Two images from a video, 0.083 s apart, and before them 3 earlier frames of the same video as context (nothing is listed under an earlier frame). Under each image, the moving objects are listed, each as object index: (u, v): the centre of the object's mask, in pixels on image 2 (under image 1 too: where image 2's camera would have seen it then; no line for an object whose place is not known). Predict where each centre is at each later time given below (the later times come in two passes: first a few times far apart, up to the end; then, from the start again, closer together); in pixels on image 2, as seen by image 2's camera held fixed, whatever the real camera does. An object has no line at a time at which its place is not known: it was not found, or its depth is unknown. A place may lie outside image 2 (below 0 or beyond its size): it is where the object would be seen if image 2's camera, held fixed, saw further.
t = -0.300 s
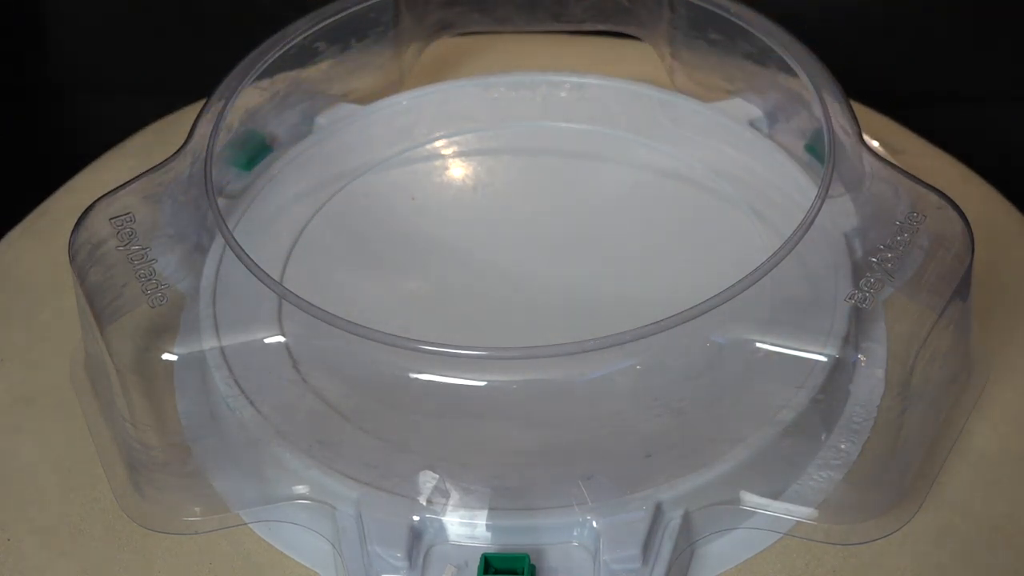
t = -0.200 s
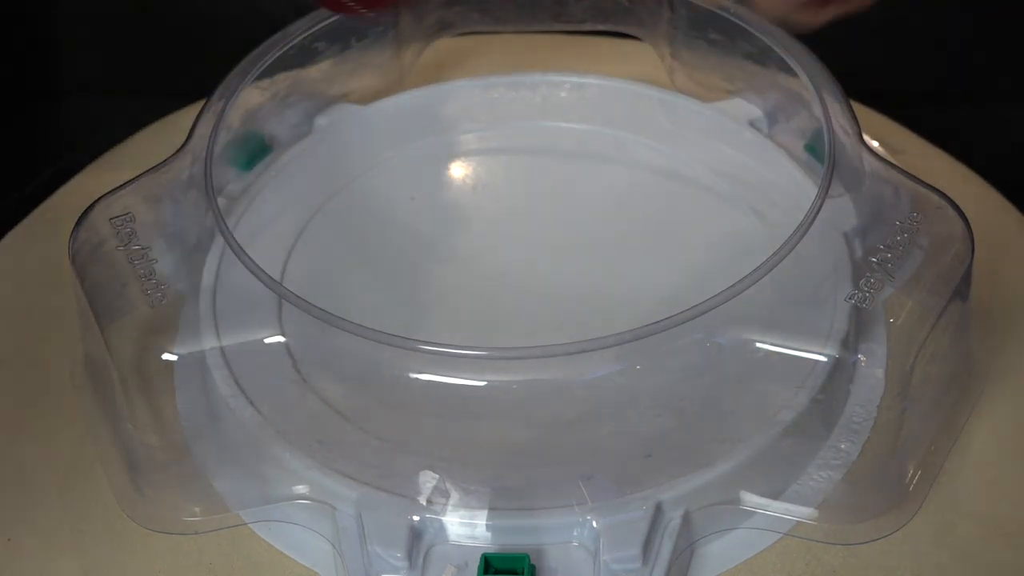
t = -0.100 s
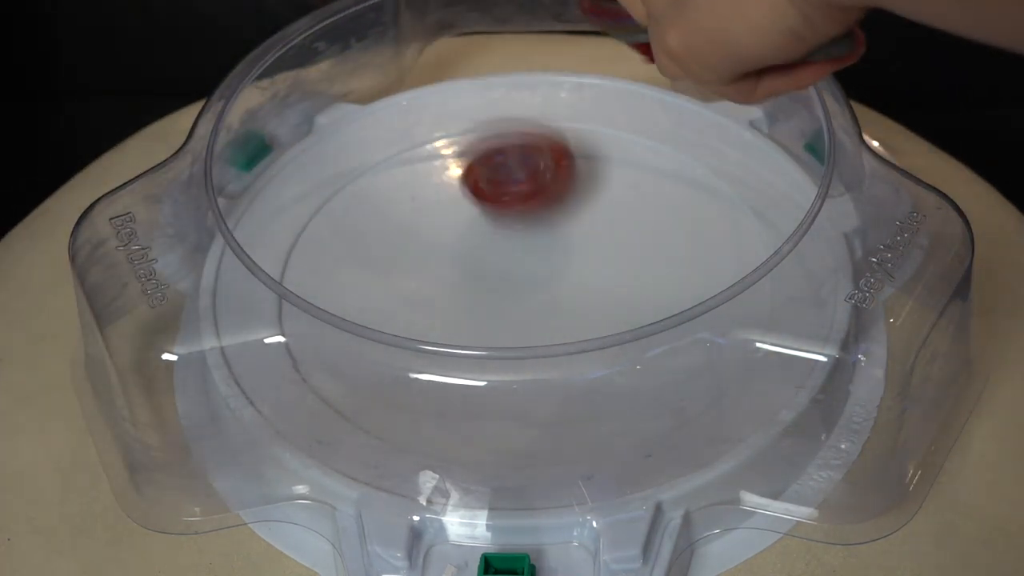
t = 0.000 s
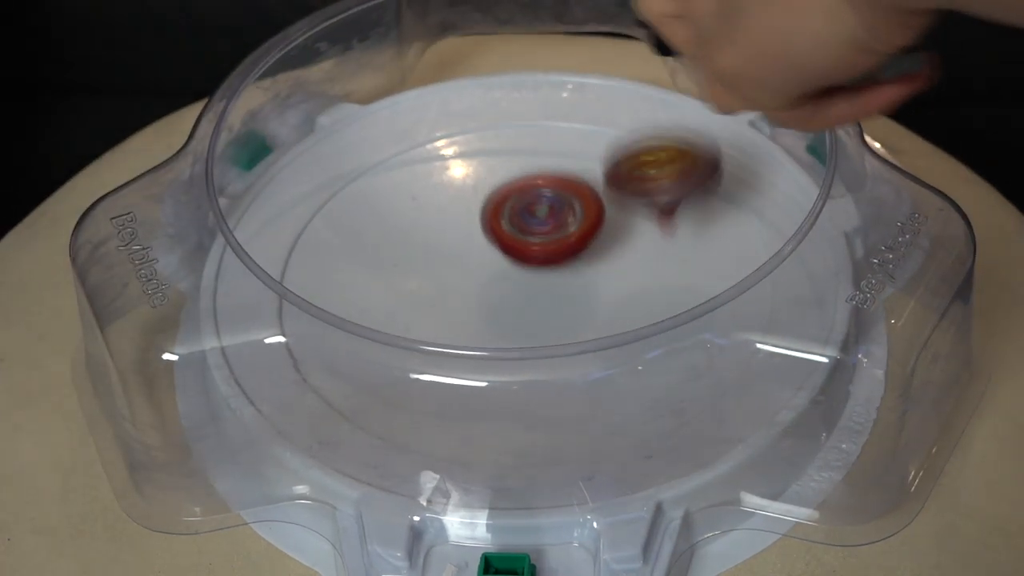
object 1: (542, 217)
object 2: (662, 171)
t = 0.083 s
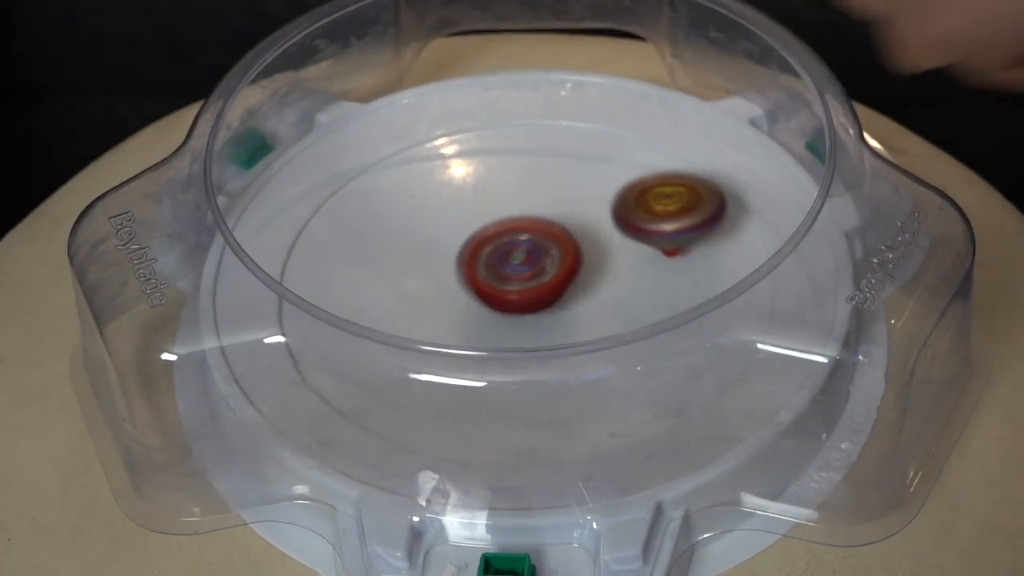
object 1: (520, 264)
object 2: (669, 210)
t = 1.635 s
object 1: (621, 171)
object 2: (772, 269)
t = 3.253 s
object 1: (591, 283)
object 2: (353, 385)
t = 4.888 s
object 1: (580, 319)
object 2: (341, 161)
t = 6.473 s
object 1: (523, 286)
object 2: (646, 136)
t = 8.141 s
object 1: (534, 253)
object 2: (658, 284)
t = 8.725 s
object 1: (538, 256)
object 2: (377, 239)
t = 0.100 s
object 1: (513, 271)
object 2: (668, 207)
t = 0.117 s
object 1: (507, 281)
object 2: (666, 209)
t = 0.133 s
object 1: (501, 285)
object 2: (664, 215)
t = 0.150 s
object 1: (495, 293)
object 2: (660, 218)
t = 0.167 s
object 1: (489, 298)
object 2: (652, 214)
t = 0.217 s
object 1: (480, 309)
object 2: (620, 211)
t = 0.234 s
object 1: (480, 311)
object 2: (606, 210)
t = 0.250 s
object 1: (482, 314)
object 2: (591, 208)
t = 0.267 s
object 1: (483, 316)
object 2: (575, 207)
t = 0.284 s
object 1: (485, 330)
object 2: (557, 207)
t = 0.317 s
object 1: (493, 337)
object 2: (520, 205)
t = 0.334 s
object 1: (499, 340)
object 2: (498, 205)
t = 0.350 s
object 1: (505, 341)
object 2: (477, 205)
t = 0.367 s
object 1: (512, 340)
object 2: (455, 206)
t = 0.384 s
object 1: (519, 343)
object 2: (433, 207)
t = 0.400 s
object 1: (526, 342)
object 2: (411, 208)
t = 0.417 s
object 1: (535, 340)
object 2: (391, 210)
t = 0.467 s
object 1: (561, 328)
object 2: (329, 220)
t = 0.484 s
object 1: (569, 322)
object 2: (312, 225)
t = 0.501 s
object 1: (575, 310)
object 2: (295, 230)
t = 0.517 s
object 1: (582, 307)
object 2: (285, 237)
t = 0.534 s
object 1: (590, 302)
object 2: (280, 241)
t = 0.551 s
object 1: (597, 297)
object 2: (278, 249)
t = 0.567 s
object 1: (603, 291)
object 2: (278, 264)
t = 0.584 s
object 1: (609, 284)
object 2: (285, 277)
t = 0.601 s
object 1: (612, 275)
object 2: (292, 291)
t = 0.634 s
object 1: (614, 258)
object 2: (316, 306)
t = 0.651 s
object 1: (613, 249)
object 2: (328, 323)
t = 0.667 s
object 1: (610, 242)
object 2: (341, 335)
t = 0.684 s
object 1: (606, 236)
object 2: (356, 347)
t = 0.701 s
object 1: (600, 230)
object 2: (370, 359)
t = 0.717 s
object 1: (593, 224)
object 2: (391, 366)
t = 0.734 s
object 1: (584, 220)
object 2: (411, 375)
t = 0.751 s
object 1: (574, 215)
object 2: (433, 389)
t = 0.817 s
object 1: (522, 203)
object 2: (540, 401)
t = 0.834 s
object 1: (508, 201)
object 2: (565, 400)
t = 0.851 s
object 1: (493, 201)
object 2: (597, 395)
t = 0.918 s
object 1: (441, 210)
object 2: (696, 355)
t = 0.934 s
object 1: (431, 212)
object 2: (719, 342)
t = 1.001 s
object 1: (396, 237)
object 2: (755, 269)
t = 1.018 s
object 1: (388, 246)
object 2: (759, 249)
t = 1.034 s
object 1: (383, 254)
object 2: (757, 228)
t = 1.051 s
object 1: (378, 265)
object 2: (755, 212)
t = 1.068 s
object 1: (376, 274)
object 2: (754, 195)
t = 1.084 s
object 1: (376, 283)
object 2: (747, 177)
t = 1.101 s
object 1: (378, 290)
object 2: (734, 161)
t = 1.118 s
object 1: (383, 297)
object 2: (716, 146)
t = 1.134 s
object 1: (383, 316)
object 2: (697, 134)
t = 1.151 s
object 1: (389, 329)
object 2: (677, 121)
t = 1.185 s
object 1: (407, 352)
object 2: (626, 102)
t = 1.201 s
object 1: (421, 362)
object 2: (595, 96)
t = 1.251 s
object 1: (470, 380)
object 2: (497, 96)
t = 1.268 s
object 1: (489, 391)
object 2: (464, 100)
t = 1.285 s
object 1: (509, 392)
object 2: (428, 109)
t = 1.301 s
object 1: (530, 391)
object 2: (396, 123)
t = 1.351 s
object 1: (587, 370)
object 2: (319, 182)
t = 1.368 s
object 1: (605, 362)
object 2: (301, 208)
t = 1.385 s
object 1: (620, 350)
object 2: (293, 235)
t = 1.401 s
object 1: (634, 341)
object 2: (293, 264)
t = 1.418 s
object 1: (646, 326)
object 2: (299, 297)
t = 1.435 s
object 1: (657, 315)
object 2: (315, 331)
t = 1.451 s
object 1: (664, 299)
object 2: (336, 364)
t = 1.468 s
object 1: (666, 282)
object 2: (369, 381)
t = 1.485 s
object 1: (673, 272)
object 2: (418, 398)
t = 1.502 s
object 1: (677, 262)
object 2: (463, 412)
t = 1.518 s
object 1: (677, 250)
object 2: (519, 414)
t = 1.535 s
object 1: (674, 237)
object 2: (573, 411)
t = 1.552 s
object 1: (670, 224)
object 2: (624, 398)
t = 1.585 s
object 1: (655, 202)
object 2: (705, 361)
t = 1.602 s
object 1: (646, 191)
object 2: (739, 335)
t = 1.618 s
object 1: (635, 181)
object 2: (759, 300)
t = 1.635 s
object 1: (621, 171)
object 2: (772, 269)
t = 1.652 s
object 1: (608, 164)
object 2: (766, 235)
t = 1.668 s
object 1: (594, 157)
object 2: (757, 205)
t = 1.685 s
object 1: (577, 150)
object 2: (745, 176)
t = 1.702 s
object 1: (561, 146)
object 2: (722, 151)
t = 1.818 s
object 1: (444, 147)
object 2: (471, 35)
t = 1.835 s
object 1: (430, 150)
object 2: (444, 32)
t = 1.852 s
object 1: (417, 157)
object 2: (450, 42)
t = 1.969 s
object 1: (357, 216)
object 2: (493, 133)
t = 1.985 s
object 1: (353, 226)
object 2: (497, 148)
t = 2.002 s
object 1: (350, 239)
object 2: (501, 164)
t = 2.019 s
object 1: (349, 252)
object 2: (505, 178)
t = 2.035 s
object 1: (351, 264)
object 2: (511, 194)
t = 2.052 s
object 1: (355, 274)
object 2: (517, 208)
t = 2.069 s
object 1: (363, 283)
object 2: (525, 222)
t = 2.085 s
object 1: (373, 291)
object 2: (533, 236)
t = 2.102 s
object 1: (383, 297)
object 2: (542, 249)
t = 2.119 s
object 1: (392, 314)
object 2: (551, 260)
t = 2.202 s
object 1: (467, 342)
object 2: (603, 300)
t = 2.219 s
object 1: (485, 343)
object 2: (617, 313)
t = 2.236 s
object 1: (501, 343)
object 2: (629, 317)
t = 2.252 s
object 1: (511, 342)
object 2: (649, 324)
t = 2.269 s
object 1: (520, 341)
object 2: (672, 328)
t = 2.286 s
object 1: (529, 337)
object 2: (690, 327)
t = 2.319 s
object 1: (545, 328)
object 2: (726, 323)
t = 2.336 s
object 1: (550, 313)
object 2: (743, 320)
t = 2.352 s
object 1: (558, 310)
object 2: (755, 311)
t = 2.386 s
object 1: (571, 300)
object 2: (766, 296)
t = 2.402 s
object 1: (576, 295)
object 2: (771, 293)
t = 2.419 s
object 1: (581, 288)
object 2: (775, 285)
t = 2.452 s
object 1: (585, 270)
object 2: (782, 272)
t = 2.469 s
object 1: (585, 261)
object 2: (785, 263)
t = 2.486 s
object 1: (584, 254)
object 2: (787, 256)
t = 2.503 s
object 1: (581, 245)
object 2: (790, 250)
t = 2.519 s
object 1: (578, 237)
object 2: (789, 240)
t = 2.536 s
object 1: (574, 229)
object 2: (790, 230)
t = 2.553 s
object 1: (567, 221)
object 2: (790, 223)
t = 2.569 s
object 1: (561, 215)
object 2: (790, 216)
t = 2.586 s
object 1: (553, 209)
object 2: (790, 207)
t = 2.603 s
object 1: (545, 203)
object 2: (791, 200)
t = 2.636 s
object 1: (528, 195)
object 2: (788, 185)
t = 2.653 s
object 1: (519, 193)
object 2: (783, 178)
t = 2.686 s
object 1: (500, 192)
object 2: (773, 165)
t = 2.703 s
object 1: (491, 193)
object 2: (768, 159)
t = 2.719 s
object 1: (482, 195)
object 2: (763, 153)
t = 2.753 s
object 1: (465, 203)
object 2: (749, 142)
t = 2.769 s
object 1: (458, 208)
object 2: (739, 137)
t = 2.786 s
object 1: (453, 213)
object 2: (730, 132)
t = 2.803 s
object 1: (448, 218)
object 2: (719, 128)
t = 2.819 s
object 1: (446, 224)
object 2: (707, 126)
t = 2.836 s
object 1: (442, 230)
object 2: (694, 125)
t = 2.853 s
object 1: (441, 237)
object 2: (680, 125)
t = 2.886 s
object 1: (438, 252)
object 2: (649, 132)
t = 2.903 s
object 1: (438, 260)
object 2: (630, 136)
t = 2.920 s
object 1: (440, 268)
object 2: (608, 141)
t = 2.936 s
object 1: (442, 275)
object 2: (586, 148)
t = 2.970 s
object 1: (453, 287)
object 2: (541, 167)
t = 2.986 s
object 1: (462, 292)
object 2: (519, 178)
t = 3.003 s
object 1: (471, 297)
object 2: (498, 189)
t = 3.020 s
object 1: (481, 300)
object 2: (478, 201)
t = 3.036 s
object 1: (493, 302)
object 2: (457, 215)
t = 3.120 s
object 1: (543, 303)
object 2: (376, 283)
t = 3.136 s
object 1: (551, 302)
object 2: (364, 295)
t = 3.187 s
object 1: (574, 295)
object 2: (342, 343)
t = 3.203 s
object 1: (580, 293)
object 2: (333, 365)
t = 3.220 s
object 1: (585, 290)
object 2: (336, 373)
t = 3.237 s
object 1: (589, 287)
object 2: (342, 381)
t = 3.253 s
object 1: (591, 283)
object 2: (353, 385)
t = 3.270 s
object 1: (593, 279)
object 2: (369, 388)
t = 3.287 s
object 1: (594, 274)
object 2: (386, 393)
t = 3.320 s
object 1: (595, 261)
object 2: (427, 409)
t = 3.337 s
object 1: (595, 255)
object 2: (449, 408)
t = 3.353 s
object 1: (596, 248)
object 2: (471, 407)
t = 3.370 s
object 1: (595, 242)
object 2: (491, 405)
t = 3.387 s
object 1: (592, 236)
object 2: (515, 404)
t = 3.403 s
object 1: (591, 231)
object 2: (537, 399)
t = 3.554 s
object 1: (540, 190)
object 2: (703, 323)
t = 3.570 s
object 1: (531, 188)
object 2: (714, 311)
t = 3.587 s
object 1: (521, 187)
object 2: (723, 298)
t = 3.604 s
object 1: (511, 188)
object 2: (728, 285)
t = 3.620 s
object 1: (500, 190)
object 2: (730, 272)
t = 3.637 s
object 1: (490, 192)
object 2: (723, 255)
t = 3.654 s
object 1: (481, 196)
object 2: (724, 246)
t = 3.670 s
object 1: (472, 201)
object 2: (720, 236)
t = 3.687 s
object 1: (464, 207)
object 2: (711, 224)
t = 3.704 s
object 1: (457, 215)
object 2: (699, 214)
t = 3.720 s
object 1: (450, 222)
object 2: (684, 204)
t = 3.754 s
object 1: (445, 239)
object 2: (652, 188)
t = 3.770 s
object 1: (444, 248)
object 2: (634, 181)
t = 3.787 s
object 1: (445, 257)
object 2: (614, 175)
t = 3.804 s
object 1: (447, 266)
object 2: (593, 171)
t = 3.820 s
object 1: (451, 275)
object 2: (571, 167)
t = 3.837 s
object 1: (457, 283)
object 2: (549, 164)
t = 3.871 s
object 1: (473, 298)
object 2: (501, 161)
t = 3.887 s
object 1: (483, 302)
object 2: (478, 161)
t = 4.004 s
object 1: (556, 312)
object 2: (322, 191)
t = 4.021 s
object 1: (566, 310)
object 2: (303, 199)
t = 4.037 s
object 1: (575, 309)
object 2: (288, 211)
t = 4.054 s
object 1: (583, 307)
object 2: (287, 221)
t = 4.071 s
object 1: (592, 304)
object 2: (289, 235)
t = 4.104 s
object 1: (611, 297)
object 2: (289, 277)
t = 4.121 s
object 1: (620, 292)
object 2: (293, 292)
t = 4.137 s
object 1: (628, 287)
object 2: (295, 308)
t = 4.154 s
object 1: (636, 280)
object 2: (301, 325)
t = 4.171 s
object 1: (643, 273)
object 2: (314, 340)
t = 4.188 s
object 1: (647, 263)
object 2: (327, 359)
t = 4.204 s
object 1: (650, 254)
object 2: (345, 369)
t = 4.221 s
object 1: (651, 244)
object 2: (363, 379)
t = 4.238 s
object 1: (651, 235)
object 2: (383, 388)
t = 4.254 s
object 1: (650, 226)
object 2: (404, 396)
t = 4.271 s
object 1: (646, 217)
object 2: (432, 402)
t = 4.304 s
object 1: (635, 202)
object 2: (485, 409)
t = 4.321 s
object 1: (627, 196)
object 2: (514, 410)
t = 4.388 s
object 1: (584, 181)
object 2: (616, 386)
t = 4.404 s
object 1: (572, 180)
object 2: (640, 375)
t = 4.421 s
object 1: (560, 180)
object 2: (655, 360)
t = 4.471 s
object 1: (524, 188)
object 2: (691, 313)
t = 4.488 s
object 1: (513, 193)
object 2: (698, 296)
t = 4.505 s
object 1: (503, 199)
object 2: (694, 273)
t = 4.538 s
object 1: (484, 213)
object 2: (702, 245)
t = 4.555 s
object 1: (478, 221)
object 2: (698, 227)
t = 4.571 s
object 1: (472, 229)
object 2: (691, 210)
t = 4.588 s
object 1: (467, 238)
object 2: (683, 194)
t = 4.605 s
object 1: (464, 246)
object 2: (672, 179)
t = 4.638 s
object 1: (462, 263)
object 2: (646, 149)
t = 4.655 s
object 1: (463, 271)
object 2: (630, 135)
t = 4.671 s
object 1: (466, 280)
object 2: (612, 122)
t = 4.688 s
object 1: (470, 287)
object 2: (594, 111)
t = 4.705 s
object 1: (475, 295)
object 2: (574, 101)
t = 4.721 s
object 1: (482, 300)
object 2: (553, 92)
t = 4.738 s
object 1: (490, 304)
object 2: (532, 88)
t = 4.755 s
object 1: (499, 308)
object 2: (507, 87)
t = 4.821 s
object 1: (538, 314)
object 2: (419, 115)
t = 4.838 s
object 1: (548, 314)
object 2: (398, 127)
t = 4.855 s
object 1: (560, 323)
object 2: (378, 138)
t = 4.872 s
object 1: (570, 322)
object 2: (359, 150)
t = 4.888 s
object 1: (580, 319)
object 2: (341, 161)
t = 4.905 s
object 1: (588, 308)
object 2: (327, 175)
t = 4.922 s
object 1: (598, 305)
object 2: (317, 191)
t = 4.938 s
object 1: (607, 301)
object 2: (308, 209)
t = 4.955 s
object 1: (615, 297)
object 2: (299, 225)
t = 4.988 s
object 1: (628, 289)
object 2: (295, 260)
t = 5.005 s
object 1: (632, 284)
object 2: (297, 280)
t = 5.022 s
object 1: (634, 279)
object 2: (305, 297)
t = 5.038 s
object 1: (634, 272)
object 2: (313, 317)
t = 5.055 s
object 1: (632, 266)
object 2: (326, 334)
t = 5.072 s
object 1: (628, 259)
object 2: (342, 349)
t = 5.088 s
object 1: (623, 254)
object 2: (357, 369)
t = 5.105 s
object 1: (617, 249)
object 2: (381, 378)
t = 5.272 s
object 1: (537, 236)
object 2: (644, 354)
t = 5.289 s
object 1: (530, 238)
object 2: (665, 342)
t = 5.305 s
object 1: (523, 241)
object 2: (682, 326)
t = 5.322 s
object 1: (517, 245)
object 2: (699, 306)
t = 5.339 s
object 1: (511, 250)
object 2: (713, 289)
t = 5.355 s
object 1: (506, 254)
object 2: (722, 267)
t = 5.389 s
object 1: (500, 264)
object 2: (734, 231)
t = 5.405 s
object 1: (498, 269)
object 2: (741, 211)
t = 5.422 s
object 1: (498, 274)
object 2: (740, 192)
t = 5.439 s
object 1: (498, 279)
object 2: (739, 173)
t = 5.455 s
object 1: (499, 283)
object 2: (731, 154)
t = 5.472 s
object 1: (500, 287)
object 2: (716, 139)
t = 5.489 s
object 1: (503, 291)
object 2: (700, 125)
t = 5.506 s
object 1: (506, 294)
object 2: (686, 112)
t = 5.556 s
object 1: (520, 299)
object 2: (646, 73)
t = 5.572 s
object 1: (524, 299)
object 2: (629, 64)
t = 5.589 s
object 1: (528, 299)
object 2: (609, 54)
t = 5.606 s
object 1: (532, 298)
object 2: (588, 47)
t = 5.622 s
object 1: (535, 297)
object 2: (568, 44)
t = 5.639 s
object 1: (538, 295)
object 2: (546, 45)
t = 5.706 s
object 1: (545, 286)
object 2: (460, 58)
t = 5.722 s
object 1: (546, 283)
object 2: (437, 63)
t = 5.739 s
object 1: (547, 281)
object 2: (421, 71)
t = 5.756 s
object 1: (548, 278)
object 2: (409, 87)
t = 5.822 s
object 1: (549, 270)
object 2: (373, 160)
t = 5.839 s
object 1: (549, 268)
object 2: (366, 181)
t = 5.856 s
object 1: (548, 267)
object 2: (362, 200)
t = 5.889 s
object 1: (543, 266)
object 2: (360, 241)
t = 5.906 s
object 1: (540, 265)
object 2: (364, 260)
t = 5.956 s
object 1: (528, 265)
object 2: (389, 311)
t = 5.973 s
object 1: (523, 264)
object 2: (400, 330)
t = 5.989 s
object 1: (519, 264)
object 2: (417, 342)
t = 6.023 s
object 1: (513, 265)
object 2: (453, 373)
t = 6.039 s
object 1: (510, 265)
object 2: (474, 391)
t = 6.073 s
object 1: (505, 266)
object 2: (522, 399)
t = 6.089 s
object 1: (503, 267)
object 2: (550, 402)
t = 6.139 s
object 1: (502, 270)
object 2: (633, 394)
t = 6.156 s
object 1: (502, 271)
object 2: (658, 388)
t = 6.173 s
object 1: (503, 271)
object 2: (674, 376)
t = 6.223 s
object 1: (508, 274)
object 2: (724, 333)
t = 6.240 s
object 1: (510, 275)
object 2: (742, 325)
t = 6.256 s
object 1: (512, 275)
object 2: (746, 304)
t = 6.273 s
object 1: (514, 276)
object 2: (751, 286)
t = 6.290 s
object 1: (517, 277)
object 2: (753, 270)
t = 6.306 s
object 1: (520, 278)
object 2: (751, 250)
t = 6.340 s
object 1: (524, 279)
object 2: (748, 220)
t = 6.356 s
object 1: (526, 280)
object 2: (745, 205)
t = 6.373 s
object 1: (527, 281)
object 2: (738, 191)
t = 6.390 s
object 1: (527, 282)
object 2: (726, 178)
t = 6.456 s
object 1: (525, 286)
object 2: (665, 142)
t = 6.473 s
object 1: (523, 286)
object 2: (646, 136)
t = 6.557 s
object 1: (512, 286)
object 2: (541, 133)
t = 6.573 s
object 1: (509, 285)
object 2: (519, 137)
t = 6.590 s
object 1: (507, 284)
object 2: (498, 142)
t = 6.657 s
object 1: (498, 277)
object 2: (415, 177)
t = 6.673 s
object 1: (496, 275)
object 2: (398, 188)
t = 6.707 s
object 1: (494, 270)
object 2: (369, 213)
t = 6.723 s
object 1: (494, 267)
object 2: (356, 225)
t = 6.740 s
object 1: (495, 265)
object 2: (344, 240)
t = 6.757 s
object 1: (495, 263)
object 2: (335, 255)
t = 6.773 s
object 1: (496, 260)
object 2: (331, 267)
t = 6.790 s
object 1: (498, 258)
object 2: (332, 277)
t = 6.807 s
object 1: (501, 257)
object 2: (321, 299)
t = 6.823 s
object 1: (504, 256)
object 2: (316, 318)
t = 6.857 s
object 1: (510, 254)
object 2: (316, 354)
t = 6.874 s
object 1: (513, 254)
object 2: (325, 364)
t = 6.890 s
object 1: (516, 255)
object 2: (338, 371)
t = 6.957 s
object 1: (526, 259)
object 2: (427, 403)
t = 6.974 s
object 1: (527, 261)
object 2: (447, 408)
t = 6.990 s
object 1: (527, 263)
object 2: (470, 411)
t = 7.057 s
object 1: (523, 271)
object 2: (567, 409)
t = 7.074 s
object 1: (520, 272)
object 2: (593, 404)
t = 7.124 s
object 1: (510, 274)
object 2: (656, 377)
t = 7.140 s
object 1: (506, 274)
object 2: (672, 367)
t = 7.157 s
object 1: (503, 273)
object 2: (684, 350)
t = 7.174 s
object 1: (500, 271)
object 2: (693, 335)
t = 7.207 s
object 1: (495, 267)
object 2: (705, 304)
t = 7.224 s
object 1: (494, 265)
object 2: (707, 289)
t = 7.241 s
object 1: (493, 262)
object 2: (699, 269)
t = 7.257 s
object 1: (492, 260)
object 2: (700, 259)
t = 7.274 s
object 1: (492, 257)
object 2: (697, 246)
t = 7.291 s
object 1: (493, 255)
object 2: (690, 232)
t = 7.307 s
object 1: (494, 252)
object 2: (680, 220)
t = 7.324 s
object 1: (496, 250)
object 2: (670, 208)
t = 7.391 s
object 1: (507, 244)
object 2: (617, 172)
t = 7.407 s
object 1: (511, 243)
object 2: (602, 166)
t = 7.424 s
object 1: (514, 243)
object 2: (582, 158)
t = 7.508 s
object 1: (526, 247)
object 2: (484, 138)
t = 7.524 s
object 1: (529, 248)
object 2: (464, 137)
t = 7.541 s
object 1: (531, 251)
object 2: (446, 137)
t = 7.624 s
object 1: (537, 261)
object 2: (355, 153)
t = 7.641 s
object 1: (537, 263)
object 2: (338, 159)
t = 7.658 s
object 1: (536, 265)
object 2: (328, 169)
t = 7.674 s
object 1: (534, 266)
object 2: (324, 177)
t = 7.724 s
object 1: (527, 266)
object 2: (307, 219)
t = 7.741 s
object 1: (526, 264)
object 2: (304, 231)
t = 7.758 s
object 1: (526, 263)
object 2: (301, 243)
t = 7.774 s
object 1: (528, 262)
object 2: (303, 254)
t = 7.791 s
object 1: (530, 260)
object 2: (309, 265)
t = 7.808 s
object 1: (531, 259)
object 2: (306, 282)
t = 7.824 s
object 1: (533, 257)
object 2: (310, 297)
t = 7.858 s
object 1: (536, 254)
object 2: (332, 326)
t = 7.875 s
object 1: (536, 253)
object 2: (348, 337)
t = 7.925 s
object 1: (538, 250)
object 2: (409, 366)
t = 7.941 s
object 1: (539, 250)
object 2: (434, 369)
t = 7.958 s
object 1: (539, 250)
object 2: (455, 372)
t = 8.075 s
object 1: (537, 251)
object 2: (613, 335)
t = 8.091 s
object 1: (536, 252)
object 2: (629, 325)
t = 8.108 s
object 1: (535, 252)
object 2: (643, 314)
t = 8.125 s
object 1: (535, 253)
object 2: (649, 292)
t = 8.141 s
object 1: (534, 253)
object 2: (658, 284)
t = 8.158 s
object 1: (533, 254)
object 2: (669, 276)
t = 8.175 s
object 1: (532, 255)
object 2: (679, 264)
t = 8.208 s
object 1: (531, 255)
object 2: (686, 241)
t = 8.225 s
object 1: (530, 256)
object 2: (688, 229)
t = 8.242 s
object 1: (529, 256)
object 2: (688, 216)
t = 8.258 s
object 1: (529, 256)
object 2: (686, 205)
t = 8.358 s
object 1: (527, 256)
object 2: (659, 138)
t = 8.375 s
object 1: (527, 256)
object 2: (651, 130)
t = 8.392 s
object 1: (526, 256)
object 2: (643, 121)
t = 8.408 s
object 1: (526, 256)
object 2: (632, 113)
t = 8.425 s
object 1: (527, 256)
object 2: (620, 106)
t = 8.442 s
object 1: (527, 256)
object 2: (608, 104)
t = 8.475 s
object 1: (528, 255)
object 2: (574, 106)
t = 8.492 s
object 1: (529, 255)
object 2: (557, 109)
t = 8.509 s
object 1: (530, 255)
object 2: (541, 111)
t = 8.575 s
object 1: (533, 254)
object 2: (470, 126)
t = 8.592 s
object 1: (534, 254)
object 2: (451, 133)
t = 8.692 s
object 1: (537, 256)
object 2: (384, 207)
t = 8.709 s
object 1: (537, 256)
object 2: (379, 223)
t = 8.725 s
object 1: (538, 256)
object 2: (377, 239)
